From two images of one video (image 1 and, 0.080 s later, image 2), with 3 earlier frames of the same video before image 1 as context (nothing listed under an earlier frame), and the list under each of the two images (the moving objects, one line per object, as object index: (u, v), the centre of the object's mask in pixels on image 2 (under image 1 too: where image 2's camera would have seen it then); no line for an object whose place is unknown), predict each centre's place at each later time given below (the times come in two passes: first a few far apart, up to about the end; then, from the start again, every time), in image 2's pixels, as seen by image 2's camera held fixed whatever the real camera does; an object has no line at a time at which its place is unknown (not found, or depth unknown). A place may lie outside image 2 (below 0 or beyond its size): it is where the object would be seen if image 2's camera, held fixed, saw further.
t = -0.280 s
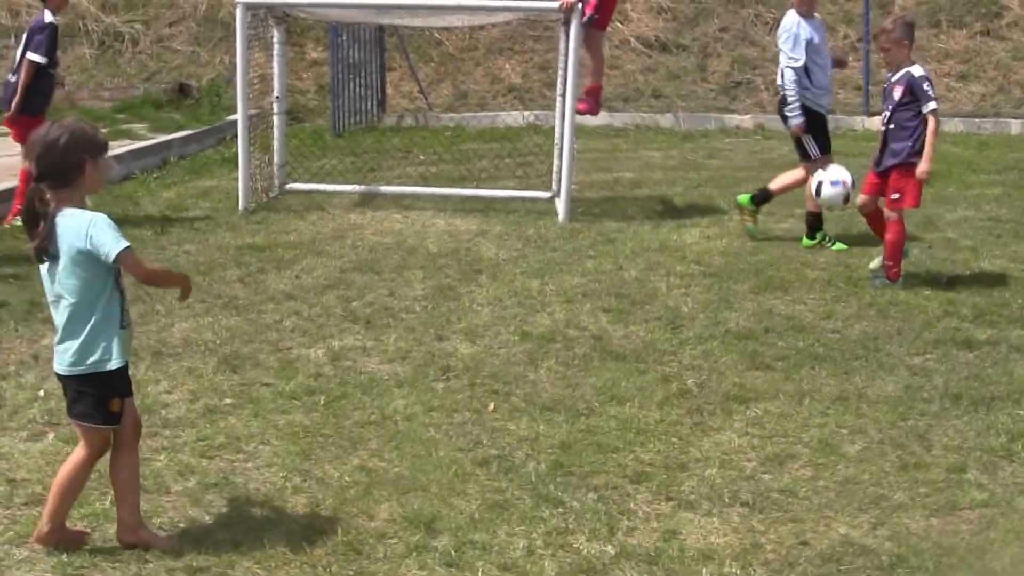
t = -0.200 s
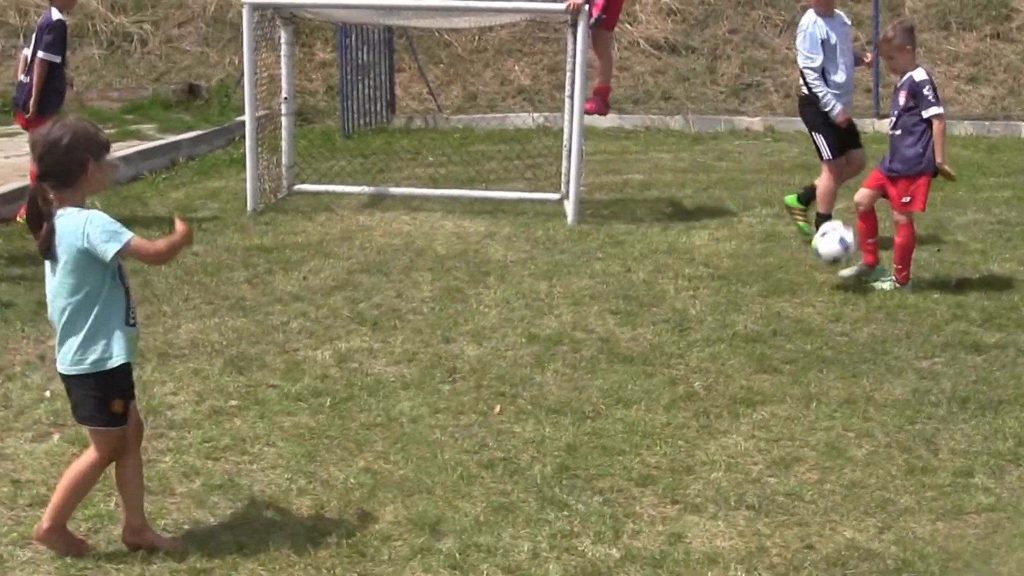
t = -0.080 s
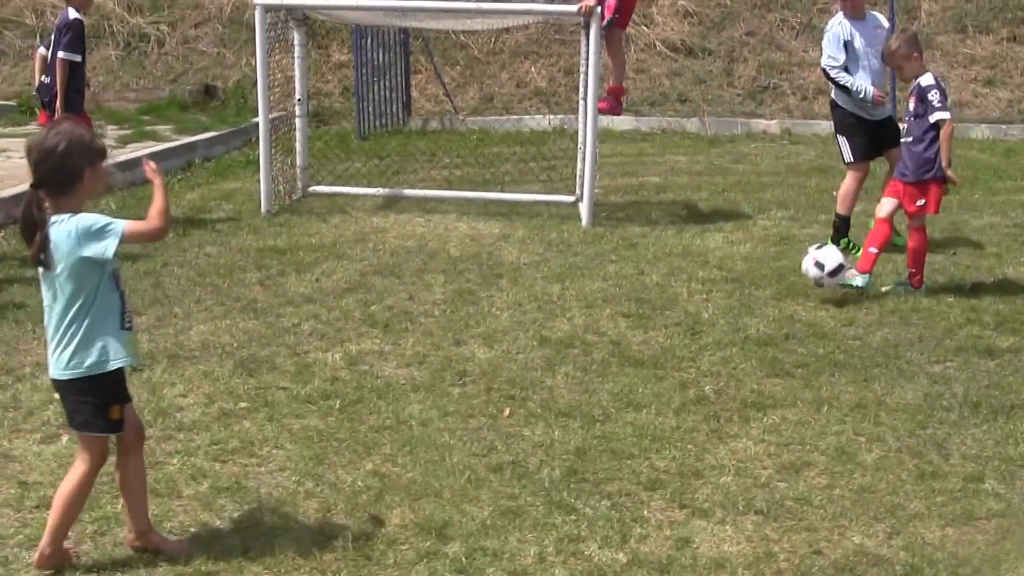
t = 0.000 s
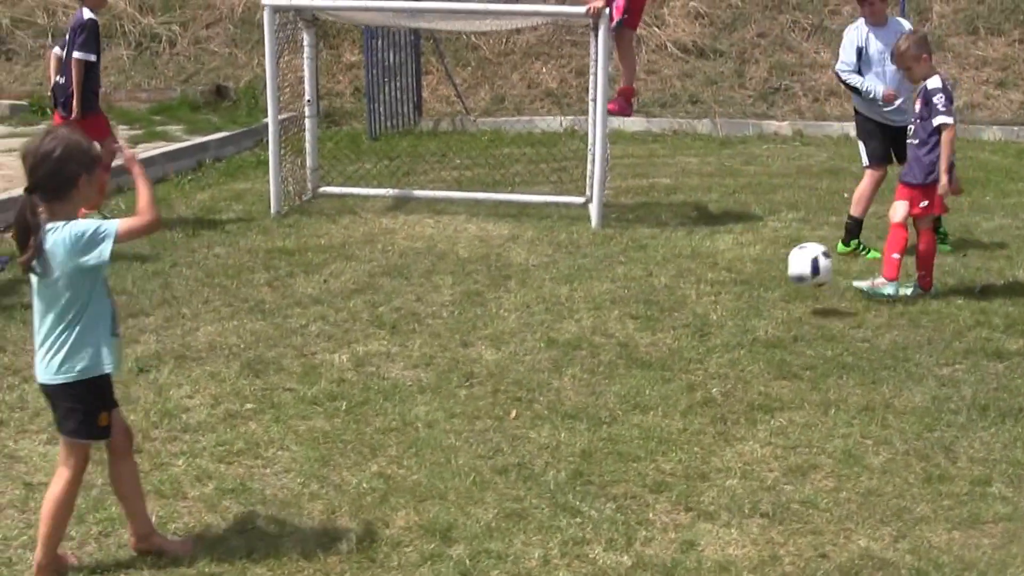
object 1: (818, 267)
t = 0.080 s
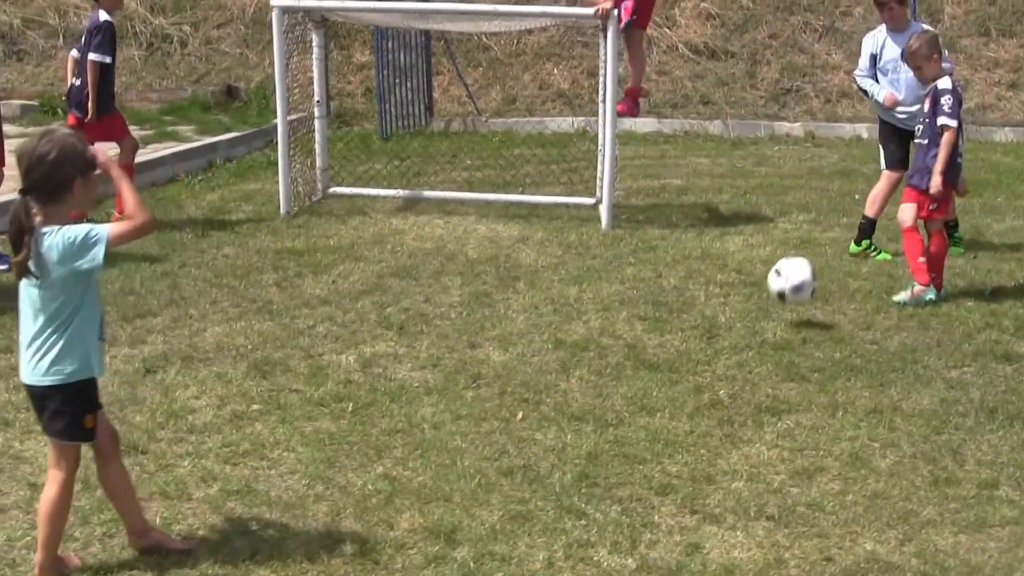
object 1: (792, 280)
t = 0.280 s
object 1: (730, 313)
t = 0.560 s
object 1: (641, 349)
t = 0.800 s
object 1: (558, 387)
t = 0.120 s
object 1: (779, 293)
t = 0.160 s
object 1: (767, 311)
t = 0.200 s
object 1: (754, 322)
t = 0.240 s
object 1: (743, 317)
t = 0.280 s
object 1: (730, 313)
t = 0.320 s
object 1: (717, 314)
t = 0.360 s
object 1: (705, 318)
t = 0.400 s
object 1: (693, 327)
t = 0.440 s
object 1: (679, 341)
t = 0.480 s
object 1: (667, 354)
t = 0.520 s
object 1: (654, 349)
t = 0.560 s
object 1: (641, 349)
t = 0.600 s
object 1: (627, 350)
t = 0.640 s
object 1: (614, 359)
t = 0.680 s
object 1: (600, 370)
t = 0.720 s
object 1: (587, 384)
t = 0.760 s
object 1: (573, 386)
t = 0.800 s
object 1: (558, 387)
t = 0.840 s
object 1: (542, 395)
